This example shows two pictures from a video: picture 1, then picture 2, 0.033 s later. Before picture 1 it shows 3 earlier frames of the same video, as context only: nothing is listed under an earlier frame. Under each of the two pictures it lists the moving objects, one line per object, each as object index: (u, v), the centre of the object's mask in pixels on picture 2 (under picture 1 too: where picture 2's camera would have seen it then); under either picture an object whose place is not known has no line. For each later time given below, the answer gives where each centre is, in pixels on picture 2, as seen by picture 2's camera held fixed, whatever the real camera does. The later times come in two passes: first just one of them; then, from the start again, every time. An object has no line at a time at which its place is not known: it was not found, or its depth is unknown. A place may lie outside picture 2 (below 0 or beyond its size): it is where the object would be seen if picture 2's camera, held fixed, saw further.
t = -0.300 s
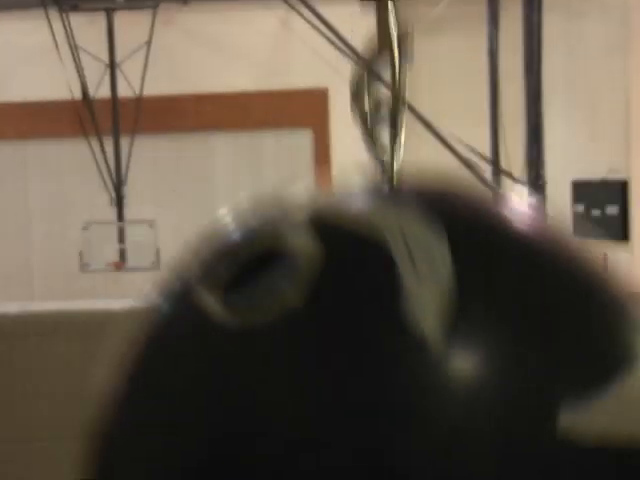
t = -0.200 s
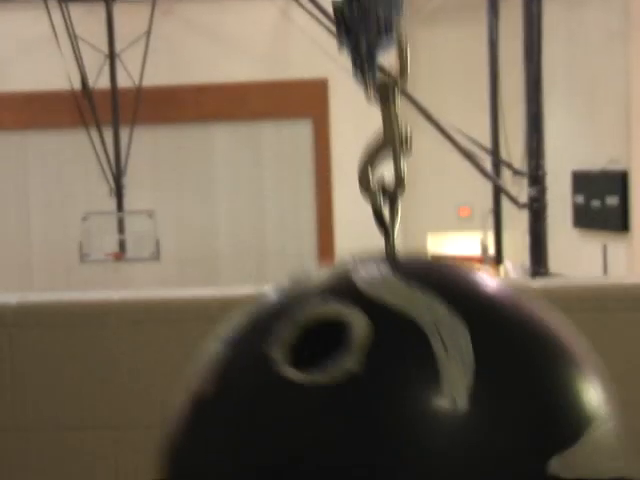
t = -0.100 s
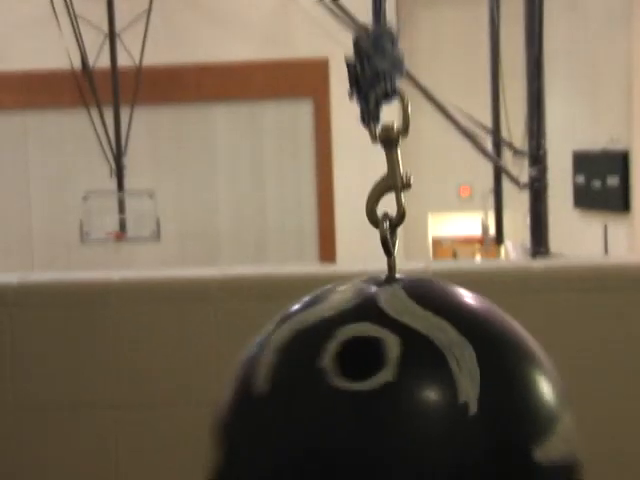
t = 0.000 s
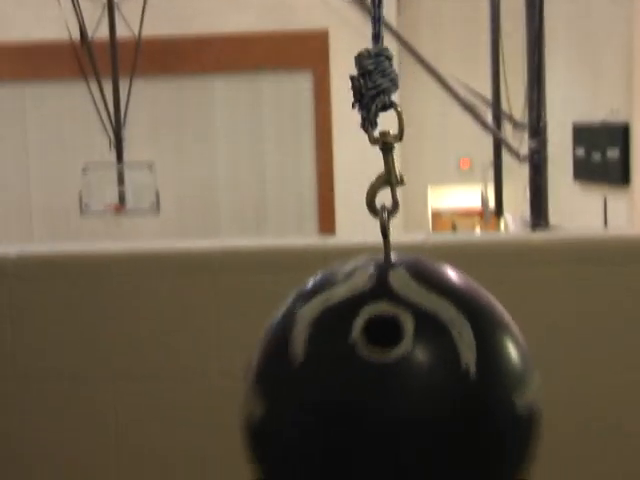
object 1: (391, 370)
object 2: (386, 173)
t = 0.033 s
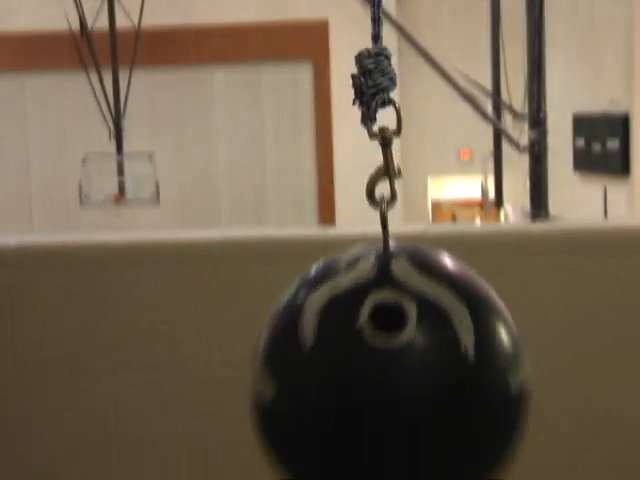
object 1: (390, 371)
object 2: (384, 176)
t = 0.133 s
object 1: (388, 345)
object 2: (385, 170)
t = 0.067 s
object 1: (389, 368)
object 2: (384, 176)
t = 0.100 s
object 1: (389, 360)
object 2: (385, 176)
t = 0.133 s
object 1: (388, 345)
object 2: (385, 170)
